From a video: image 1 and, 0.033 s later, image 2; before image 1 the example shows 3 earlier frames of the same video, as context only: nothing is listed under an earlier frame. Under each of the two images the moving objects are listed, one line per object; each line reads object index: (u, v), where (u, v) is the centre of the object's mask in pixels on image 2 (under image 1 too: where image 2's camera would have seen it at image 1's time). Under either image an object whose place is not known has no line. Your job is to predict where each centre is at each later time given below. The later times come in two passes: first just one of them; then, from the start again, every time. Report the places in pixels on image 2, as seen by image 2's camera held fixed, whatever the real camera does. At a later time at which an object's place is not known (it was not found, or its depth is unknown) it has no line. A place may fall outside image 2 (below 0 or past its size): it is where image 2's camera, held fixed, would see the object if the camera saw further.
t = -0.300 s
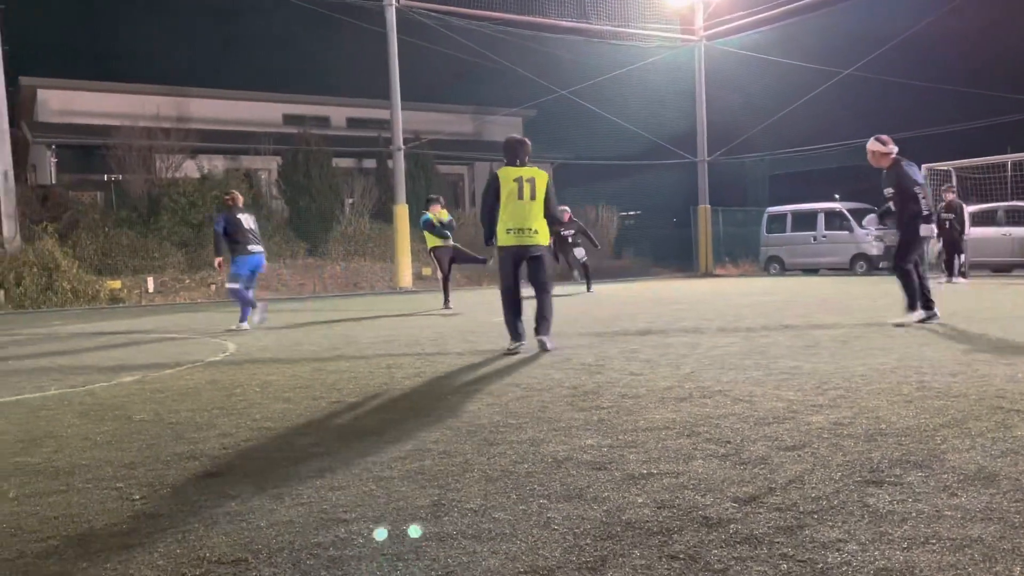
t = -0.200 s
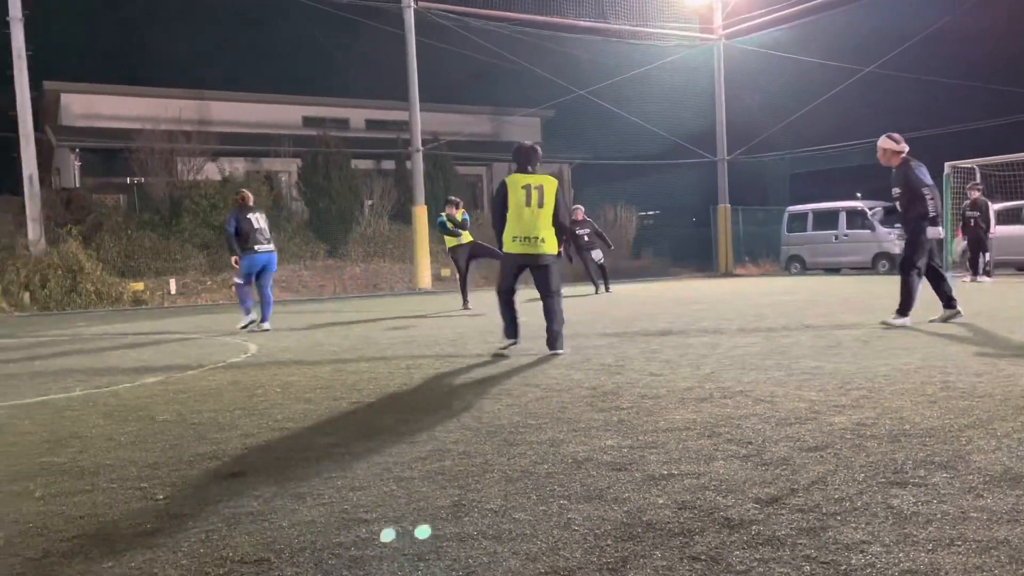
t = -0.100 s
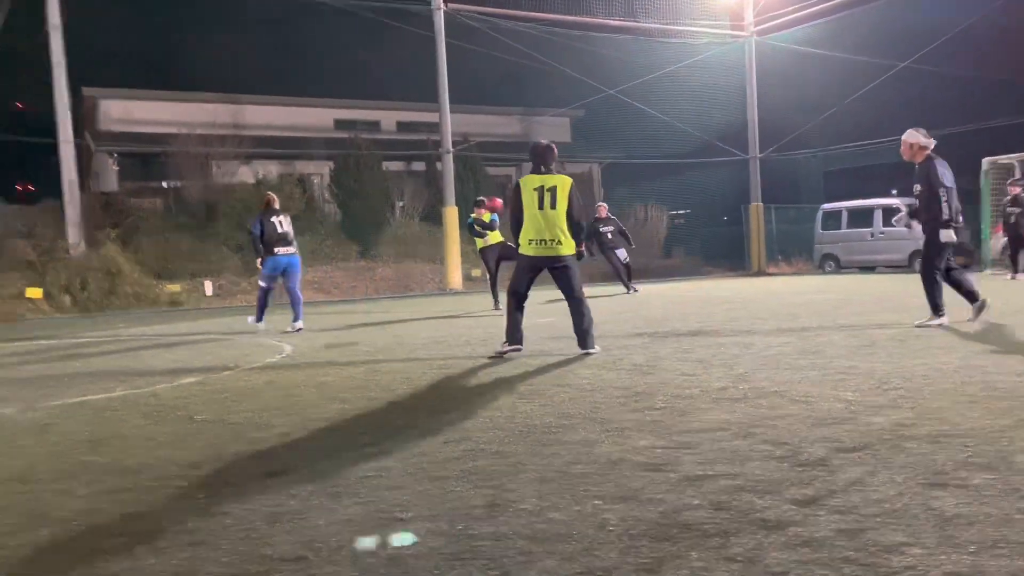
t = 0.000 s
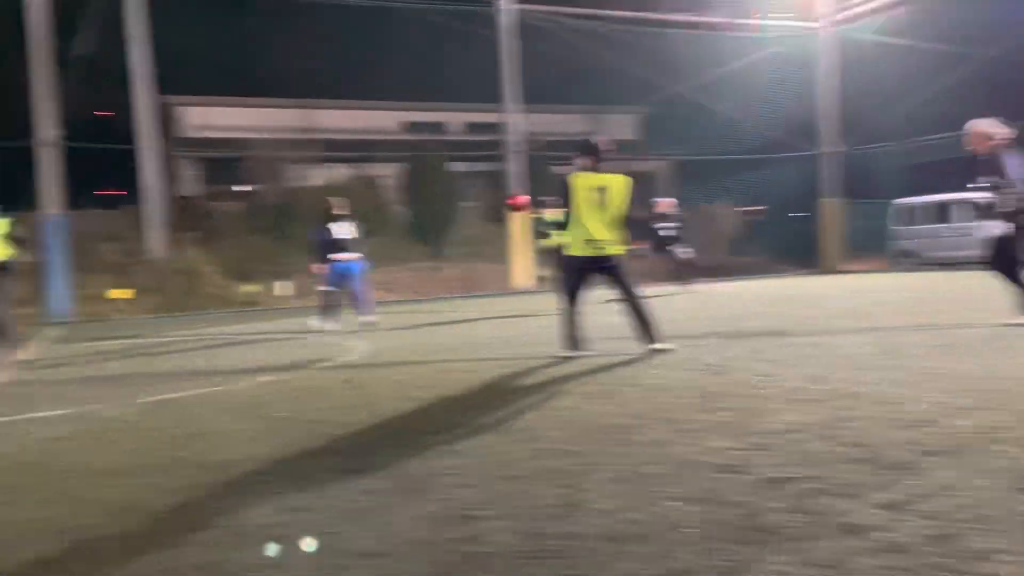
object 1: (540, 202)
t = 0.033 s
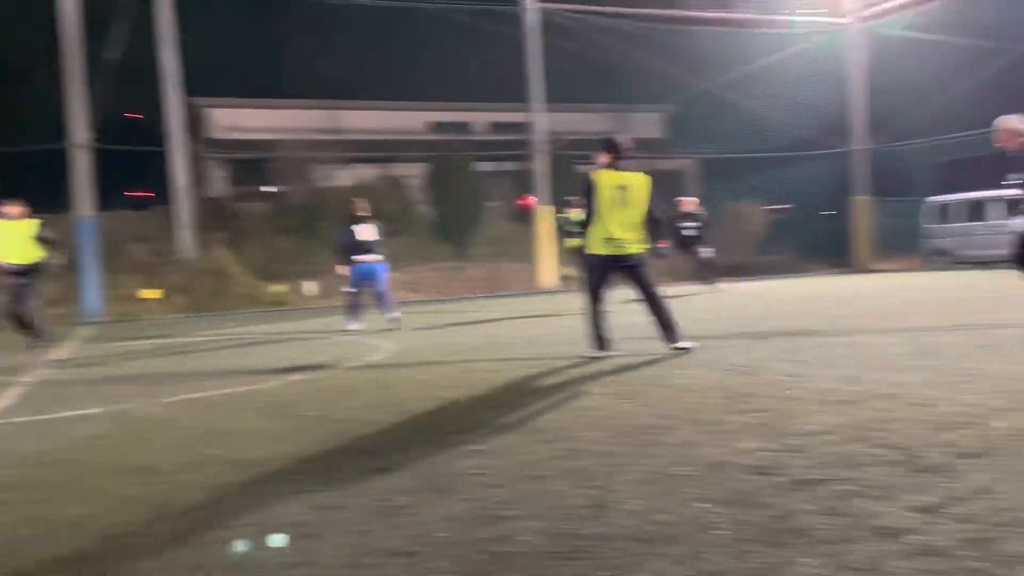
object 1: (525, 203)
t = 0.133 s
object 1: (483, 214)
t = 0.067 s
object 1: (513, 206)
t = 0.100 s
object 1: (498, 209)
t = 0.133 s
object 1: (483, 214)
